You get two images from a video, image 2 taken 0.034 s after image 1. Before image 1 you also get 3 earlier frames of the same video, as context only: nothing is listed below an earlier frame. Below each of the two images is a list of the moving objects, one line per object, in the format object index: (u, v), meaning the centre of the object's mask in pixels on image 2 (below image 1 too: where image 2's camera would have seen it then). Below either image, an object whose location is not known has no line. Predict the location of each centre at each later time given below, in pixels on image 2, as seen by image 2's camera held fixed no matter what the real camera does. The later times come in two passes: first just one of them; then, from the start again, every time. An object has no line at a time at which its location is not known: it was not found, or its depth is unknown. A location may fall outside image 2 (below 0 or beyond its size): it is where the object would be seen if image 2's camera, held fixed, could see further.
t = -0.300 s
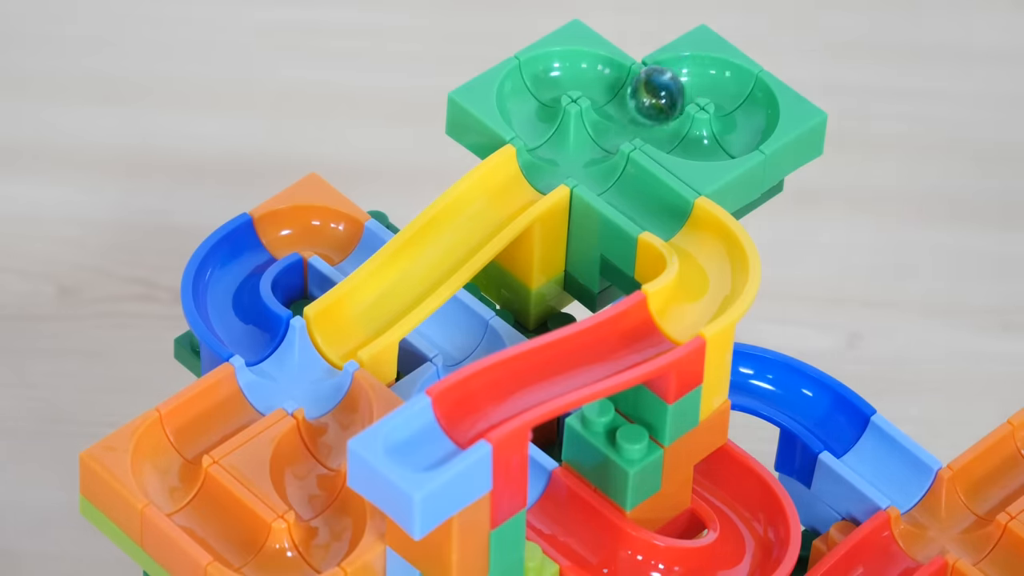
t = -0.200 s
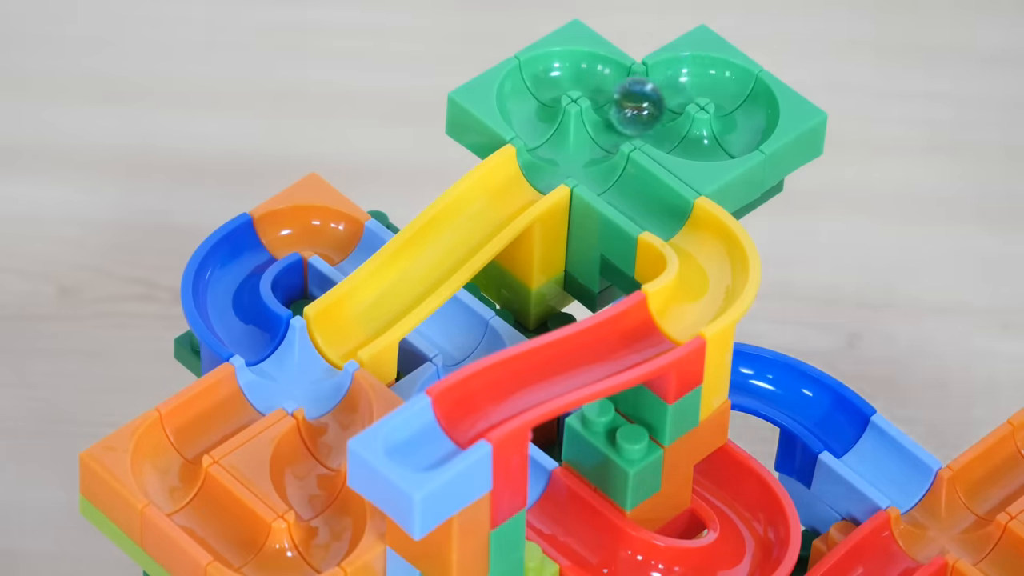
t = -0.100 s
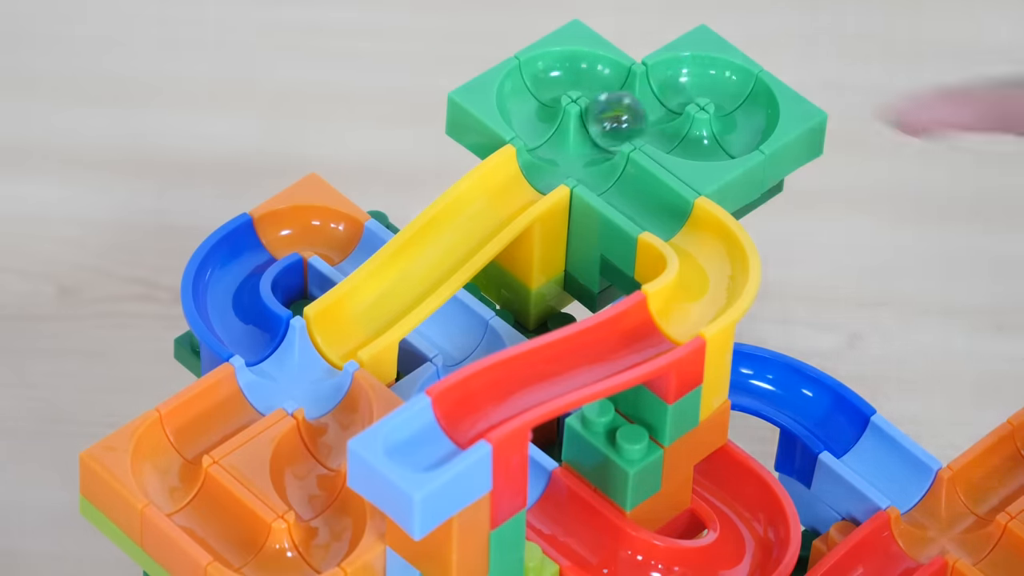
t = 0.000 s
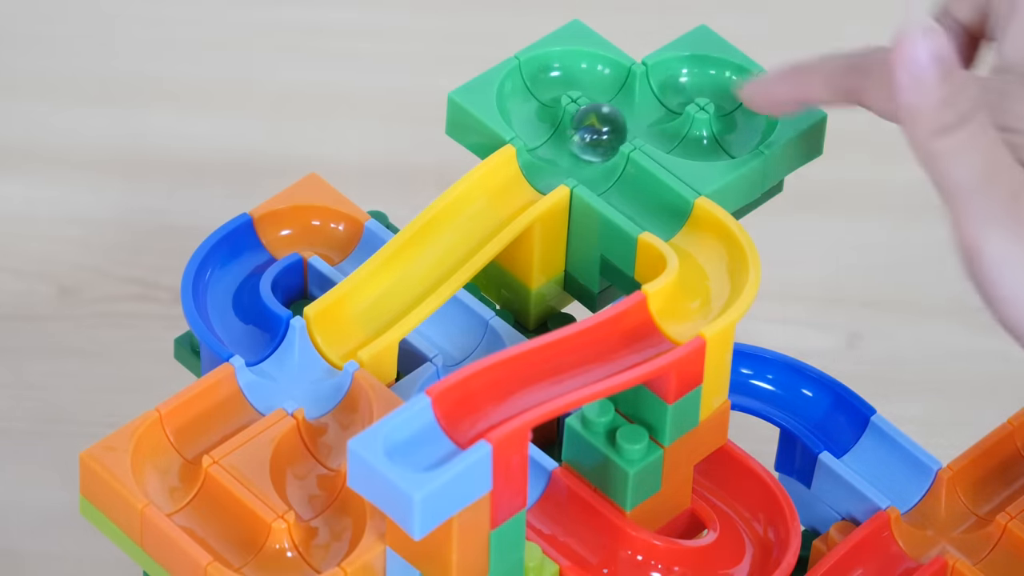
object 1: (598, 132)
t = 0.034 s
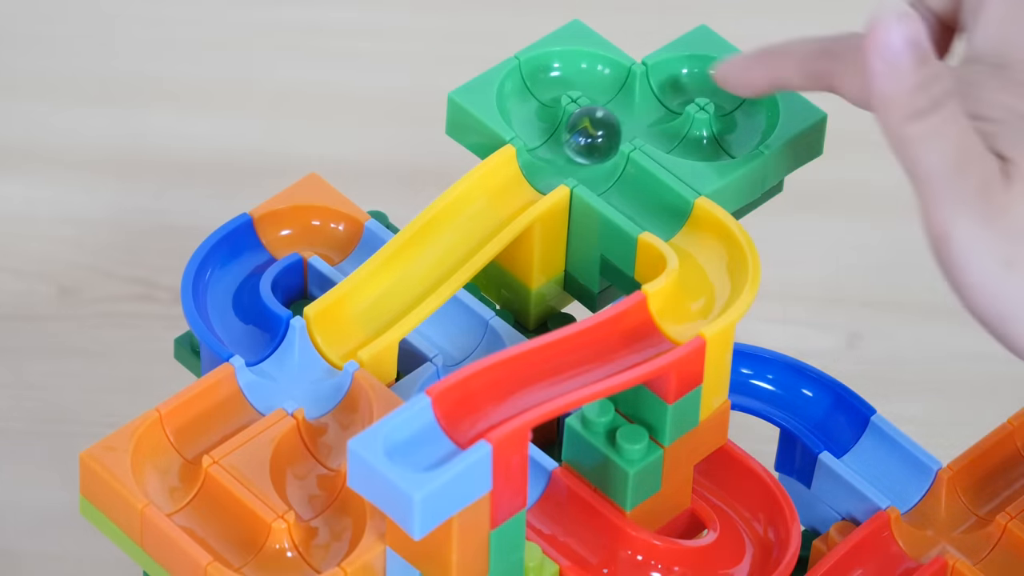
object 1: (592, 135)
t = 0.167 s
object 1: (567, 151)
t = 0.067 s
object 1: (586, 139)
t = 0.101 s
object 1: (581, 143)
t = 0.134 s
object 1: (573, 147)
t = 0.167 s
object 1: (567, 151)
